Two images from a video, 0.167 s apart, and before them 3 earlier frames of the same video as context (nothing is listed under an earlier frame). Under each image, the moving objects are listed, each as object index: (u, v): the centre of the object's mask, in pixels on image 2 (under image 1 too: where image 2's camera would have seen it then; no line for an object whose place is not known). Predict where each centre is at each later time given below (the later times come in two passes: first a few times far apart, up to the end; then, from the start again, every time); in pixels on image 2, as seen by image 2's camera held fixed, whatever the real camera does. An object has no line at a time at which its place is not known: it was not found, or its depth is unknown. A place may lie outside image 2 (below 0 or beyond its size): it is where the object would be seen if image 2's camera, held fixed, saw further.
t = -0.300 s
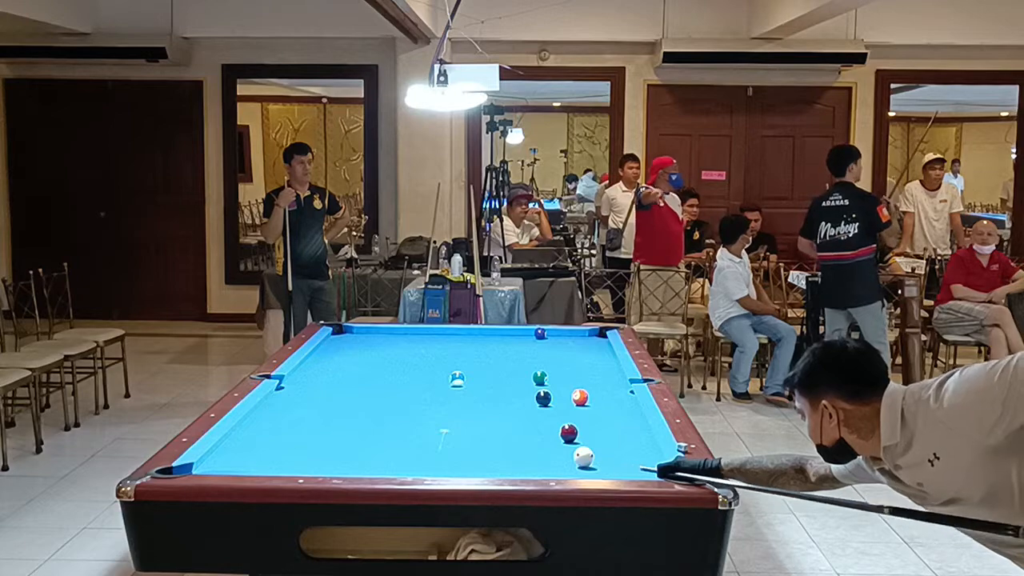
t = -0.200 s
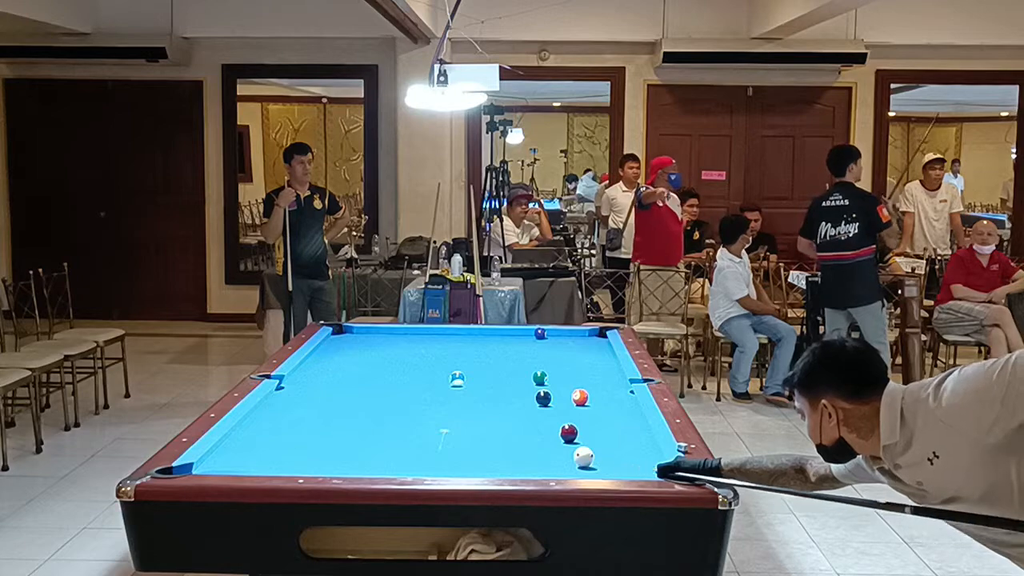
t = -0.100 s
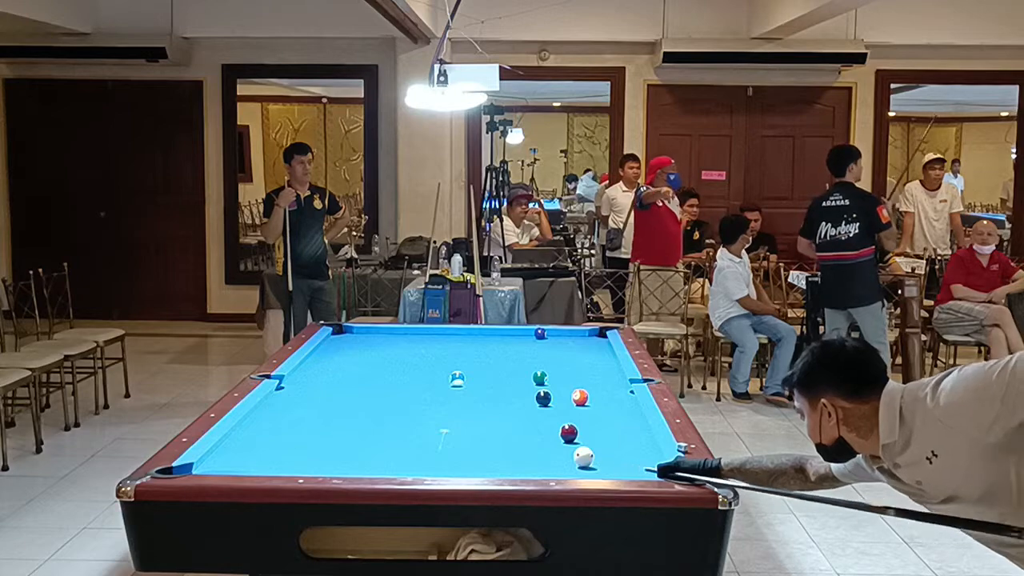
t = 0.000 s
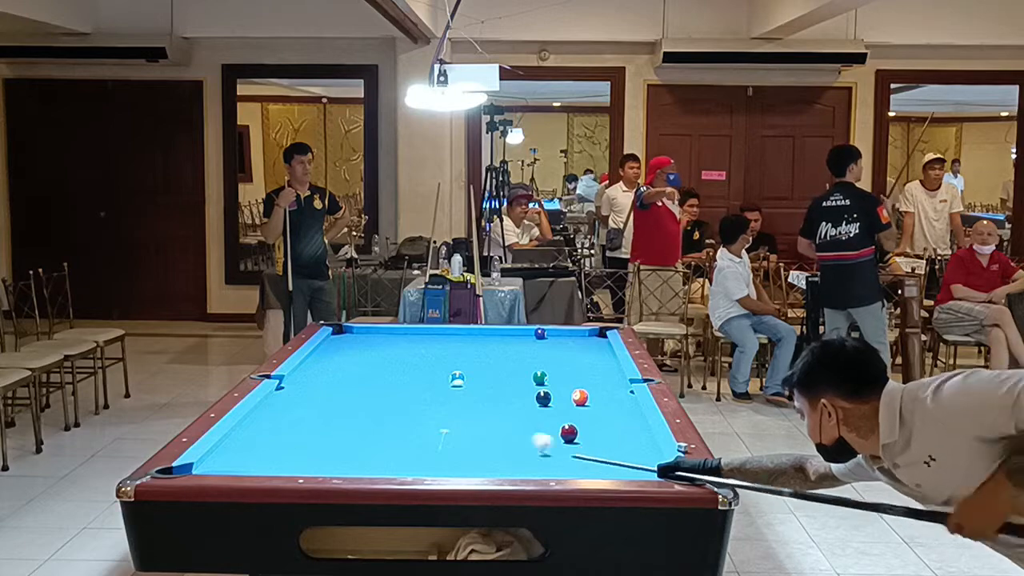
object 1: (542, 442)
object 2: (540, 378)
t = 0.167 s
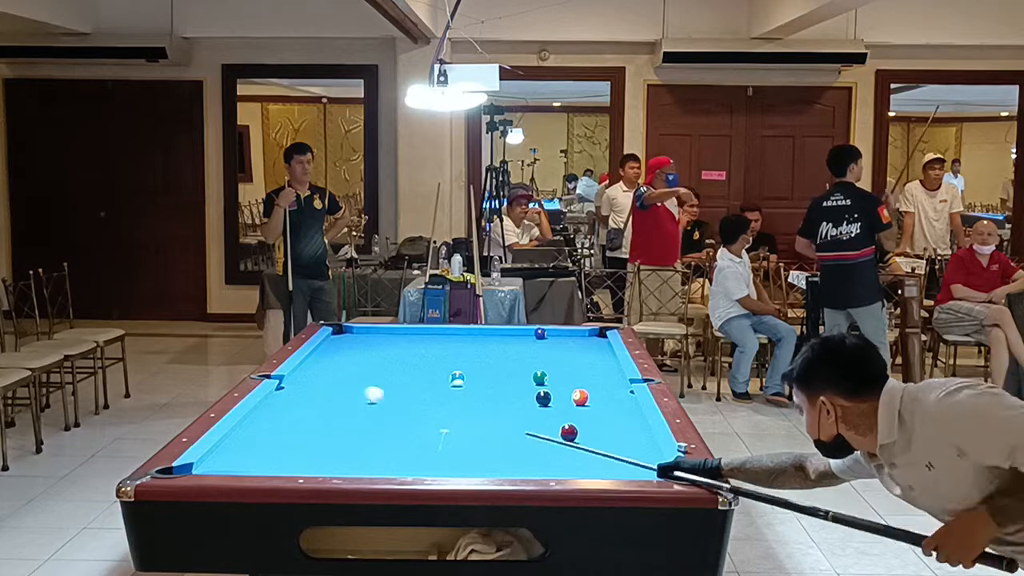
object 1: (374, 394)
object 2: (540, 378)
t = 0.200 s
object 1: (347, 387)
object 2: (540, 378)
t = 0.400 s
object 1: (382, 358)
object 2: (540, 378)
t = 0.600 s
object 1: (486, 341)
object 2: (540, 378)
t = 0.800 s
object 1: (528, 332)
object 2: (540, 378)
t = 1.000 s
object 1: (551, 339)
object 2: (540, 378)
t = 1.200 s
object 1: (580, 344)
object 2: (540, 378)
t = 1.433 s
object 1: (600, 352)
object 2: (540, 378)
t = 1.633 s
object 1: (588, 356)
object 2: (540, 378)
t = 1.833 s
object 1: (574, 362)
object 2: (540, 378)
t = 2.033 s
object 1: (559, 369)
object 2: (540, 378)
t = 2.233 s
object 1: (546, 373)
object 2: (538, 378)
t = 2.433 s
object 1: (538, 375)
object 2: (530, 384)
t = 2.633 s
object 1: (531, 377)
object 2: (522, 389)
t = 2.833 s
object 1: (526, 379)
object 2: (515, 394)
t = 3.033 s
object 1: (520, 380)
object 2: (507, 399)
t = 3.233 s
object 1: (515, 381)
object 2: (499, 404)
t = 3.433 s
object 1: (510, 382)
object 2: (491, 409)
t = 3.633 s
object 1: (506, 382)
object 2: (483, 414)
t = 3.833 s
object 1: (503, 383)
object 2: (475, 419)
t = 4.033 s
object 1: (500, 384)
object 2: (467, 424)
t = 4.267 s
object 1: (497, 384)
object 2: (458, 430)
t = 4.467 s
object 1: (496, 385)
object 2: (450, 435)
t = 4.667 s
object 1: (495, 385)
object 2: (443, 439)
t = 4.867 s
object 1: (494, 385)
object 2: (435, 444)
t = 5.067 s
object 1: (494, 385)
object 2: (427, 449)
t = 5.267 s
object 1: (493, 385)
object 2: (420, 453)
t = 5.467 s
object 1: (493, 385)
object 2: (414, 457)
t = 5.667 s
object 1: (493, 385)
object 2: (407, 461)
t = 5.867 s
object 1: (493, 385)
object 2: (401, 463)
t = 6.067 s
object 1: (493, 385)
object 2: (395, 466)
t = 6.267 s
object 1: (493, 385)
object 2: (389, 468)
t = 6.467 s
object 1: (493, 385)
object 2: (387, 468)
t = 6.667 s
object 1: (493, 385)
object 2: (385, 467)
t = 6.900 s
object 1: (494, 385)
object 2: (384, 466)
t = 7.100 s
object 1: (493, 385)
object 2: (383, 465)
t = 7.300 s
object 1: (493, 385)
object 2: (382, 465)
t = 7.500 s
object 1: (493, 385)
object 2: (381, 465)
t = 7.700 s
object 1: (493, 385)
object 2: (381, 464)
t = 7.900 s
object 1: (493, 385)
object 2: (381, 464)
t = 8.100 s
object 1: (493, 385)
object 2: (381, 464)
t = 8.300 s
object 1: (493, 385)
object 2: (381, 464)
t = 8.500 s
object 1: (493, 385)
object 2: (381, 464)
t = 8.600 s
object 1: (493, 385)
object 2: (381, 464)
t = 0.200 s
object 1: (347, 387)
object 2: (540, 378)
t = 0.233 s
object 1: (323, 380)
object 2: (540, 378)
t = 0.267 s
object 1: (301, 373)
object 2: (540, 378)
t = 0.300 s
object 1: (314, 369)
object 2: (540, 378)
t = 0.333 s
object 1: (338, 365)
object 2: (540, 378)
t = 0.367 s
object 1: (361, 361)
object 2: (540, 378)
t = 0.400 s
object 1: (382, 358)
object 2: (540, 378)
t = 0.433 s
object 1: (402, 355)
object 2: (540, 378)
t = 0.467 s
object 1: (421, 352)
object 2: (540, 378)
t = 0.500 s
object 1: (439, 349)
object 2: (540, 378)
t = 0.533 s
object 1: (455, 346)
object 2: (540, 378)
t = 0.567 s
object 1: (471, 344)
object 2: (540, 378)
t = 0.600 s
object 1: (486, 341)
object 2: (540, 378)
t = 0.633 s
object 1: (499, 339)
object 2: (540, 378)
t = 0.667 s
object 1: (512, 336)
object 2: (540, 378)
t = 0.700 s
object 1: (525, 334)
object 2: (540, 378)
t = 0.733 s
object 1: (526, 332)
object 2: (540, 378)
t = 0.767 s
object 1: (525, 331)
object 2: (540, 378)
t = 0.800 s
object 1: (528, 332)
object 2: (540, 378)
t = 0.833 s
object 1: (531, 333)
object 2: (540, 378)
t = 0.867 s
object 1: (535, 335)
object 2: (540, 378)
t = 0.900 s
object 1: (538, 336)
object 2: (540, 378)
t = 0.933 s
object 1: (542, 337)
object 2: (540, 378)
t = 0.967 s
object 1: (546, 338)
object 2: (540, 378)
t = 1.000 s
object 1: (551, 339)
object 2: (540, 378)
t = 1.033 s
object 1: (555, 340)
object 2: (540, 378)
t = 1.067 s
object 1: (560, 341)
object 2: (540, 378)
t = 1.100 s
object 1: (565, 341)
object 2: (540, 378)
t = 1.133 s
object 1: (570, 342)
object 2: (540, 378)
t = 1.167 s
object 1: (575, 343)
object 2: (540, 378)
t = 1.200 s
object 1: (580, 344)
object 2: (540, 378)
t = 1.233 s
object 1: (586, 345)
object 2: (540, 378)
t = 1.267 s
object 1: (591, 346)
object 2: (540, 378)
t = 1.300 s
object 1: (596, 346)
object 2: (539, 377)
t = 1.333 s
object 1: (601, 347)
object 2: (540, 378)
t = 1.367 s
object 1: (606, 348)
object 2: (539, 378)
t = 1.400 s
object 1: (604, 349)
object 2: (540, 378)
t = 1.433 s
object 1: (600, 352)
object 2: (540, 378)
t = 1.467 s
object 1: (599, 351)
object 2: (540, 378)
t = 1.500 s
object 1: (597, 352)
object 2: (540, 378)
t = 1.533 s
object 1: (595, 353)
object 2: (540, 378)
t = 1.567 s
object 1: (592, 354)
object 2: (540, 378)
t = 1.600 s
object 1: (590, 355)
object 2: (540, 378)
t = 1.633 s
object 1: (588, 356)
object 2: (540, 378)
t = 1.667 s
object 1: (585, 357)
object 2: (540, 378)
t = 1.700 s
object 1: (583, 358)
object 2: (540, 378)
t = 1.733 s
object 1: (581, 359)
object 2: (540, 378)
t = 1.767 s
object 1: (578, 360)
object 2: (540, 378)
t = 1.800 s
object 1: (576, 361)
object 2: (540, 378)
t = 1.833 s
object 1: (574, 362)
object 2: (540, 378)
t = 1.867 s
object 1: (571, 363)
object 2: (540, 378)
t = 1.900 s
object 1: (568, 364)
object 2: (540, 378)
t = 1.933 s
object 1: (566, 365)
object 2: (540, 378)
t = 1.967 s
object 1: (564, 366)
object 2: (540, 378)
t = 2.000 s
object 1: (561, 368)
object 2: (540, 378)
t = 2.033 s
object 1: (559, 369)
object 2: (540, 378)
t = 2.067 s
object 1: (556, 370)
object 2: (540, 378)
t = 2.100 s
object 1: (554, 371)
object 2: (540, 378)
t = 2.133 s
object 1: (551, 372)
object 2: (540, 378)
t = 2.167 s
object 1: (550, 372)
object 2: (539, 378)
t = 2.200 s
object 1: (547, 373)
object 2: (540, 378)
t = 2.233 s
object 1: (546, 373)
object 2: (538, 378)
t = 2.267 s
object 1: (545, 374)
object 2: (537, 380)
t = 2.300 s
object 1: (544, 374)
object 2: (535, 380)
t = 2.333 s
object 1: (543, 374)
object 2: (534, 381)
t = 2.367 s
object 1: (541, 374)
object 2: (533, 382)
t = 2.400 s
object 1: (540, 375)
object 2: (531, 383)
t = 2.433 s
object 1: (538, 375)
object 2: (530, 384)
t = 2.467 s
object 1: (537, 375)
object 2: (529, 385)
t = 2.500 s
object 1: (536, 376)
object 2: (528, 385)
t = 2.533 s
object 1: (535, 376)
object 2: (526, 386)
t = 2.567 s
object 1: (534, 376)
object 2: (525, 387)
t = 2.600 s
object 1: (533, 377)
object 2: (523, 388)
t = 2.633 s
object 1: (531, 377)
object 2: (522, 389)
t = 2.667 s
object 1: (531, 378)
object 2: (521, 390)
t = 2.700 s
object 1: (529, 378)
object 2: (520, 390)
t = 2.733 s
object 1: (528, 378)
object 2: (518, 391)
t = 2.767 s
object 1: (527, 378)
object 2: (517, 392)
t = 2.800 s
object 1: (527, 379)
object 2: (516, 393)
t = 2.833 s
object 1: (526, 379)
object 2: (515, 394)
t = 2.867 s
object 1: (524, 379)
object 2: (513, 394)
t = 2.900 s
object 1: (524, 379)
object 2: (512, 395)
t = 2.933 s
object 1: (523, 379)
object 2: (511, 396)
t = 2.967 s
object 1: (522, 380)
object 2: (509, 397)
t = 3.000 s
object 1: (521, 380)
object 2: (508, 398)
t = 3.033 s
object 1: (520, 380)
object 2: (507, 399)
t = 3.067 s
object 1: (519, 380)
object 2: (505, 400)
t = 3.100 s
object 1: (518, 380)
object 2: (504, 400)
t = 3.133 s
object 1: (517, 380)
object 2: (503, 401)
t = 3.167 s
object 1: (516, 380)
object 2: (502, 402)
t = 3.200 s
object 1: (516, 381)
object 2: (500, 403)
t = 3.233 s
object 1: (515, 381)
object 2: (499, 404)
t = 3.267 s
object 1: (514, 381)
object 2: (498, 405)
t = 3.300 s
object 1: (513, 381)
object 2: (496, 406)
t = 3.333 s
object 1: (513, 381)
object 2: (495, 406)
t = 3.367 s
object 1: (512, 381)
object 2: (494, 407)
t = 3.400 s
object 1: (511, 382)
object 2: (493, 408)
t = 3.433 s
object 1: (510, 382)
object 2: (491, 409)
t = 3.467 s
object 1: (510, 382)
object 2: (490, 410)
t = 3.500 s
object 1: (509, 382)
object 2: (489, 411)
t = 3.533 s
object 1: (508, 382)
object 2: (487, 412)
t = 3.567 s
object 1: (508, 382)
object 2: (486, 412)
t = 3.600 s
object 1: (507, 382)
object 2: (485, 413)
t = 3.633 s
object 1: (506, 382)
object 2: (483, 414)
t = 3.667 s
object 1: (506, 383)
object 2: (482, 415)
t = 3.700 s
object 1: (505, 383)
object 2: (481, 416)
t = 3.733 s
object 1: (505, 383)
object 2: (479, 417)
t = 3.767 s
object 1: (504, 383)
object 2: (478, 418)
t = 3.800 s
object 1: (503, 383)
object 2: (476, 418)
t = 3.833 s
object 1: (503, 383)
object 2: (475, 419)
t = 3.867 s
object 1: (502, 383)
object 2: (474, 420)
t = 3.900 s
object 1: (502, 384)
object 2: (472, 421)
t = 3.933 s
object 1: (501, 384)
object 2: (471, 422)
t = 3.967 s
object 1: (501, 384)
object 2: (470, 422)
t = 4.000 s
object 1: (500, 384)
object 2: (469, 423)
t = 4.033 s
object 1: (500, 384)
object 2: (467, 424)
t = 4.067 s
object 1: (499, 384)
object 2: (466, 425)
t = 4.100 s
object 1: (499, 384)
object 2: (465, 426)
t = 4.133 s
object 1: (498, 384)
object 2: (463, 426)
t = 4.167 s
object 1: (498, 384)
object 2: (462, 427)
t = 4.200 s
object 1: (498, 384)
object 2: (461, 428)
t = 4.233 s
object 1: (498, 384)
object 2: (459, 429)
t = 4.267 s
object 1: (497, 384)
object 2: (458, 430)
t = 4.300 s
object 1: (497, 384)
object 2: (457, 431)
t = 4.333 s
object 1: (497, 385)
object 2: (455, 432)
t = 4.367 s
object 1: (496, 384)
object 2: (454, 432)
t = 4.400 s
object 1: (496, 385)
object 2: (453, 433)
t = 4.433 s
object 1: (496, 385)
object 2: (452, 434)
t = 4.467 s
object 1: (496, 385)
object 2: (450, 435)
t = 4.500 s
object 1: (495, 385)
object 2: (449, 435)
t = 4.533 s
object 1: (495, 385)
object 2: (448, 436)
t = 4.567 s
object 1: (495, 385)
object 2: (446, 437)
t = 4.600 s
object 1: (495, 385)
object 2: (445, 438)
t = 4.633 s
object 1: (495, 385)
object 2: (444, 438)
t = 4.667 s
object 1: (495, 385)
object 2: (443, 439)
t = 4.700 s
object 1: (495, 385)
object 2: (441, 440)
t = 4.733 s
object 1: (494, 385)
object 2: (440, 441)
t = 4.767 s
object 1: (494, 385)
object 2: (439, 441)
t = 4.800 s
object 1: (494, 385)
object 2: (437, 442)
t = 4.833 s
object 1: (494, 385)
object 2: (436, 443)
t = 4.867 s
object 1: (494, 385)
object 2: (435, 444)
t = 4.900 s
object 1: (494, 385)
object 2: (434, 445)
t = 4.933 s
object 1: (494, 385)
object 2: (432, 446)
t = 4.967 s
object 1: (494, 385)
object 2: (431, 447)
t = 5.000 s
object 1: (494, 385)
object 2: (430, 447)
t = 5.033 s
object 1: (494, 385)
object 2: (429, 448)
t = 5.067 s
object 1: (494, 385)
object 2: (427, 449)
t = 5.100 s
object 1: (493, 385)
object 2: (426, 450)
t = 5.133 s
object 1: (493, 385)
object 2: (425, 450)
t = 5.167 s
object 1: (493, 385)
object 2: (424, 451)
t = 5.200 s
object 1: (493, 385)
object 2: (423, 452)
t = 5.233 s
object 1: (493, 385)
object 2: (422, 452)
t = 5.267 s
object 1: (493, 385)
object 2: (420, 453)
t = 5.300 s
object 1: (493, 385)
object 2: (419, 454)
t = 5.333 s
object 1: (493, 385)
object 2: (418, 454)
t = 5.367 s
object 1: (493, 385)
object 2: (417, 455)
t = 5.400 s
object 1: (493, 385)
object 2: (416, 456)
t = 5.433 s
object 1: (493, 385)
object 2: (415, 457)
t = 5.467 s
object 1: (493, 385)
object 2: (414, 457)
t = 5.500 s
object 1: (493, 385)
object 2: (413, 458)
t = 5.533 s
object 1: (493, 385)
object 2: (412, 459)
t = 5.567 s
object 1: (493, 385)
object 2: (411, 459)
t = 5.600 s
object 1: (493, 385)
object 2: (410, 460)
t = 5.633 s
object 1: (493, 385)
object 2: (409, 460)
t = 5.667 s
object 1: (493, 385)
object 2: (407, 461)
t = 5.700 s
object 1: (493, 385)
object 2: (406, 461)
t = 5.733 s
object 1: (493, 385)
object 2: (405, 462)
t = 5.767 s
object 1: (493, 385)
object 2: (404, 462)
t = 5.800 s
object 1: (493, 385)
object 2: (403, 463)
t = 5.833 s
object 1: (493, 385)
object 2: (402, 463)
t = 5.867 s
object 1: (493, 385)
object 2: (401, 463)
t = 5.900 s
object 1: (493, 385)
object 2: (400, 464)
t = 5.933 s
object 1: (493, 385)
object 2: (399, 464)
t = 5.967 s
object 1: (493, 385)
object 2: (398, 464)
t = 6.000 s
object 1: (493, 385)
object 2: (397, 465)
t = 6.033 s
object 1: (493, 385)
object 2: (396, 465)
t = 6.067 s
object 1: (493, 385)
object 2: (395, 466)
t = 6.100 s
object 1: (493, 385)
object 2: (394, 466)
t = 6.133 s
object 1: (494, 385)
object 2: (393, 466)
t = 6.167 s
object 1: (493, 385)
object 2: (392, 467)
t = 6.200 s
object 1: (493, 385)
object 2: (391, 467)
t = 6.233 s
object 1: (493, 385)
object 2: (390, 467)
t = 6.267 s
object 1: (493, 385)
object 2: (389, 468)
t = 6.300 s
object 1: (494, 385)
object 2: (388, 468)
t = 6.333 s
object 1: (493, 385)
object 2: (388, 468)
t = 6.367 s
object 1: (493, 385)
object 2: (387, 468)
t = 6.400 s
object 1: (493, 385)
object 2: (387, 468)
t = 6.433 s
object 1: (493, 385)
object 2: (387, 468)
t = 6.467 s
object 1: (493, 385)
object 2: (387, 468)
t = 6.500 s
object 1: (493, 385)
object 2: (386, 467)
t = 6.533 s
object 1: (493, 385)
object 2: (386, 467)
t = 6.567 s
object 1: (493, 385)
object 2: (386, 467)
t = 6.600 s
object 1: (493, 385)
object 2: (386, 467)
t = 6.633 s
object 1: (493, 385)
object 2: (385, 467)
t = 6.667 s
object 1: (493, 385)
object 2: (385, 467)
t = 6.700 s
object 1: (493, 385)
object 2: (385, 466)
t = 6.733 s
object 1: (493, 385)
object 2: (385, 466)
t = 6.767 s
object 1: (493, 385)
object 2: (385, 466)
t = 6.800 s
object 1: (494, 385)
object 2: (384, 466)
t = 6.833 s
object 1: (493, 385)
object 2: (384, 466)
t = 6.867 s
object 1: (493, 385)
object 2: (384, 466)
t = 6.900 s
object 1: (494, 385)
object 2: (384, 466)
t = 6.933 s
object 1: (493, 385)
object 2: (384, 466)
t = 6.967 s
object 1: (493, 385)
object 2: (384, 465)
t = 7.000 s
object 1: (493, 385)
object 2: (383, 465)
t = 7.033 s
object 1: (493, 385)
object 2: (383, 465)
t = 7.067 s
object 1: (494, 385)
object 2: (383, 465)
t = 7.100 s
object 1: (493, 385)
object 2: (383, 465)
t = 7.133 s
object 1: (493, 385)
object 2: (383, 465)
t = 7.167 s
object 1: (493, 385)
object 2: (383, 465)
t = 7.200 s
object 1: (493, 385)
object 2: (383, 465)
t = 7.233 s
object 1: (493, 385)
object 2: (382, 465)
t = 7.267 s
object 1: (493, 385)
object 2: (382, 465)
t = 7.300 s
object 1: (493, 385)
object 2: (382, 465)
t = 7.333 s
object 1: (493, 385)
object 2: (382, 465)
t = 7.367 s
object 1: (493, 385)
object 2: (382, 465)
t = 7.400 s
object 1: (493, 385)
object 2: (381, 465)
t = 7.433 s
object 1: (493, 385)
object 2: (381, 465)
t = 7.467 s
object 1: (493, 385)
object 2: (381, 465)
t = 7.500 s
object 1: (493, 385)
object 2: (381, 465)
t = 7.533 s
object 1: (493, 385)
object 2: (381, 465)
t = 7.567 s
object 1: (493, 385)
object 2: (381, 464)
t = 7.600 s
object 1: (493, 385)
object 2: (381, 465)
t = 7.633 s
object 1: (493, 385)
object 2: (381, 465)
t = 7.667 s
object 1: (493, 385)
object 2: (381, 464)
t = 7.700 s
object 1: (493, 385)
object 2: (381, 464)
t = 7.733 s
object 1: (493, 385)
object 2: (381, 464)
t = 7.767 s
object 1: (493, 385)
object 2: (381, 464)
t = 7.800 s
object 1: (493, 385)
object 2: (381, 464)
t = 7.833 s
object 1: (494, 385)
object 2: (381, 464)
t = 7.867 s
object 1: (493, 385)
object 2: (381, 464)
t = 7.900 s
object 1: (493, 385)
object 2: (381, 464)
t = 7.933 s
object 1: (493, 385)
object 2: (381, 464)
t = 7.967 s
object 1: (493, 385)
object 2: (381, 464)
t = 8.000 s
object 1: (493, 385)
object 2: (381, 464)
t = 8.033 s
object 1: (493, 385)
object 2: (381, 464)
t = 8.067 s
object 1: (493, 385)
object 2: (381, 464)
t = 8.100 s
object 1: (493, 385)
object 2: (381, 464)
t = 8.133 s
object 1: (493, 385)
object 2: (381, 464)
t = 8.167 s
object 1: (493, 385)
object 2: (381, 464)
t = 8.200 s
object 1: (494, 385)
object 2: (381, 464)
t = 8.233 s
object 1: (494, 385)
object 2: (381, 464)
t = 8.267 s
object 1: (493, 385)
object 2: (381, 464)
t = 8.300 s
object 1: (493, 385)
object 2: (381, 464)
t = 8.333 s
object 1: (494, 385)
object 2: (381, 464)
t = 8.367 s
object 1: (494, 385)
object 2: (381, 464)
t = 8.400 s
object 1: (494, 385)
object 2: (381, 464)
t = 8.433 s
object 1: (493, 385)
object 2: (381, 464)
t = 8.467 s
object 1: (493, 385)
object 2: (381, 464)
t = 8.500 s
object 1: (493, 385)
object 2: (381, 464)
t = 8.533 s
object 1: (493, 385)
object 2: (381, 464)
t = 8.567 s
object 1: (493, 385)
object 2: (381, 464)
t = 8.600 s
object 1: (493, 385)
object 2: (381, 464)
